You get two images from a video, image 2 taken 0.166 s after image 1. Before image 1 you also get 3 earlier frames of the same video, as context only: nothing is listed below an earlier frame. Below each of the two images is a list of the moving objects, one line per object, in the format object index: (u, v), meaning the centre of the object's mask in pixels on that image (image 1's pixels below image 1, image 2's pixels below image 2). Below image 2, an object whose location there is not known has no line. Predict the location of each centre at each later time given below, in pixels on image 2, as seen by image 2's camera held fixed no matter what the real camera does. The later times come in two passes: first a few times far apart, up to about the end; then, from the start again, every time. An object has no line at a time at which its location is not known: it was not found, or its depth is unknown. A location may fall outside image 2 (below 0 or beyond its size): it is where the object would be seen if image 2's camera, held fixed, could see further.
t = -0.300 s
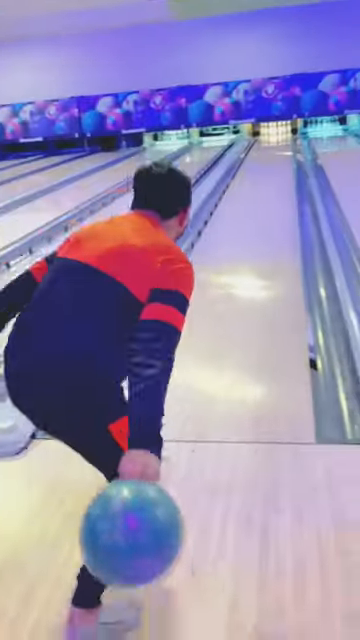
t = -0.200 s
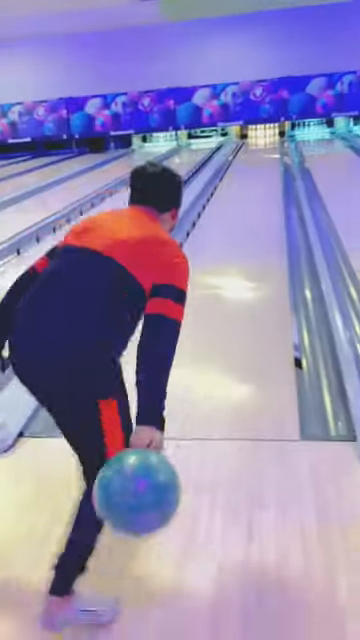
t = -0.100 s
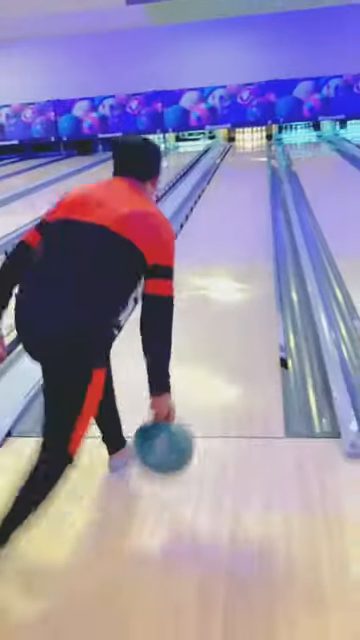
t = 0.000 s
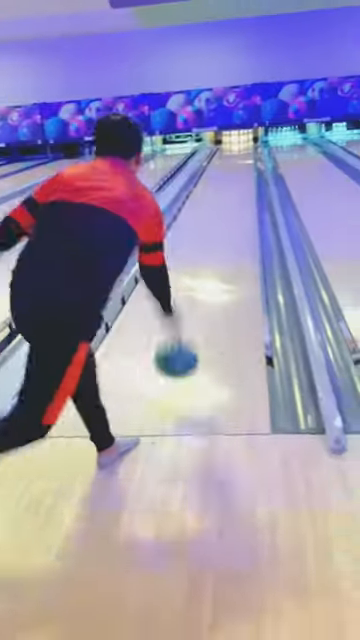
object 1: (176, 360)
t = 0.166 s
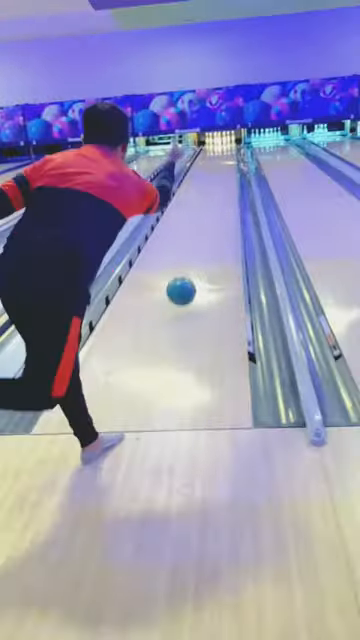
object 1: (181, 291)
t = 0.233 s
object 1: (186, 279)
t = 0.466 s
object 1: (197, 232)
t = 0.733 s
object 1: (202, 201)
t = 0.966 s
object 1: (205, 185)
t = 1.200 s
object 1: (207, 173)
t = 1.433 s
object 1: (209, 165)
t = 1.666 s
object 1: (210, 158)
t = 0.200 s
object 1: (184, 287)
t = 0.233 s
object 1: (186, 279)
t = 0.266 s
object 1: (188, 269)
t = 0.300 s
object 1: (190, 263)
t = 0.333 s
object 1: (191, 255)
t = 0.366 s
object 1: (193, 249)
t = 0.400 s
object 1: (194, 243)
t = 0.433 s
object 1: (198, 234)
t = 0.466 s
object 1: (197, 232)
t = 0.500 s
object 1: (197, 227)
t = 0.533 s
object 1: (198, 223)
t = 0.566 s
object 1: (199, 219)
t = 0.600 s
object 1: (200, 215)
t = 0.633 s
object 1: (201, 211)
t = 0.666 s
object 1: (201, 208)
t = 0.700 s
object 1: (202, 204)
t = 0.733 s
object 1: (202, 201)
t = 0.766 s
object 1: (203, 199)
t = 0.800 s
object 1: (203, 196)
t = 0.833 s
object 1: (204, 194)
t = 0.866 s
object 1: (204, 191)
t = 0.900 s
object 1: (205, 189)
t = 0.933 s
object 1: (205, 187)
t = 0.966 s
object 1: (205, 185)
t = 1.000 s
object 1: (206, 183)
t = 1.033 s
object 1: (206, 182)
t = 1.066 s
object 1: (206, 180)
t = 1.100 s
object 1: (207, 179)
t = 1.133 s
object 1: (207, 177)
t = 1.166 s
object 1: (207, 175)
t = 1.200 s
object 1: (207, 173)
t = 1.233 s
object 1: (208, 172)
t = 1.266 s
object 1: (208, 170)
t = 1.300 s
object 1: (208, 169)
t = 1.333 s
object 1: (208, 168)
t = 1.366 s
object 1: (208, 167)
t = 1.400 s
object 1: (209, 166)
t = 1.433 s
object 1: (209, 165)
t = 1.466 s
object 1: (209, 163)
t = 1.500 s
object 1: (209, 163)
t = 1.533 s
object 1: (209, 162)
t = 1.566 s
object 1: (210, 160)
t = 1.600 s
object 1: (210, 159)
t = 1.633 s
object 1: (210, 159)
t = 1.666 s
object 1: (210, 158)
